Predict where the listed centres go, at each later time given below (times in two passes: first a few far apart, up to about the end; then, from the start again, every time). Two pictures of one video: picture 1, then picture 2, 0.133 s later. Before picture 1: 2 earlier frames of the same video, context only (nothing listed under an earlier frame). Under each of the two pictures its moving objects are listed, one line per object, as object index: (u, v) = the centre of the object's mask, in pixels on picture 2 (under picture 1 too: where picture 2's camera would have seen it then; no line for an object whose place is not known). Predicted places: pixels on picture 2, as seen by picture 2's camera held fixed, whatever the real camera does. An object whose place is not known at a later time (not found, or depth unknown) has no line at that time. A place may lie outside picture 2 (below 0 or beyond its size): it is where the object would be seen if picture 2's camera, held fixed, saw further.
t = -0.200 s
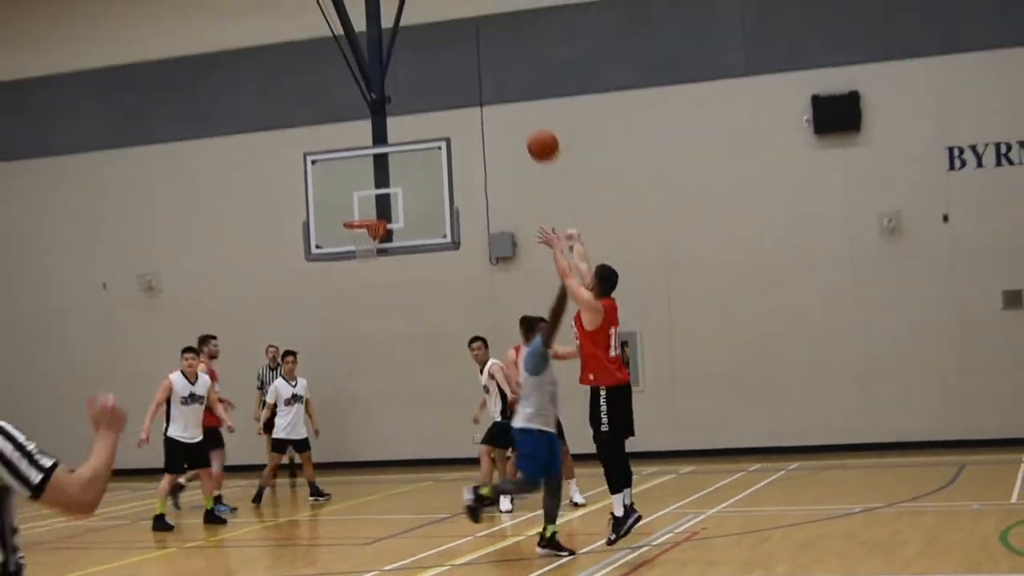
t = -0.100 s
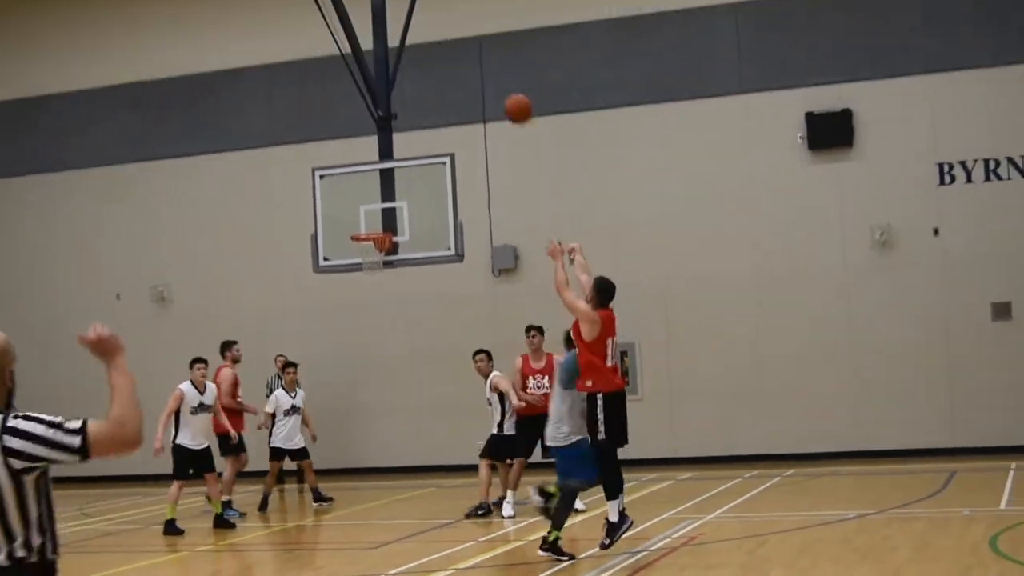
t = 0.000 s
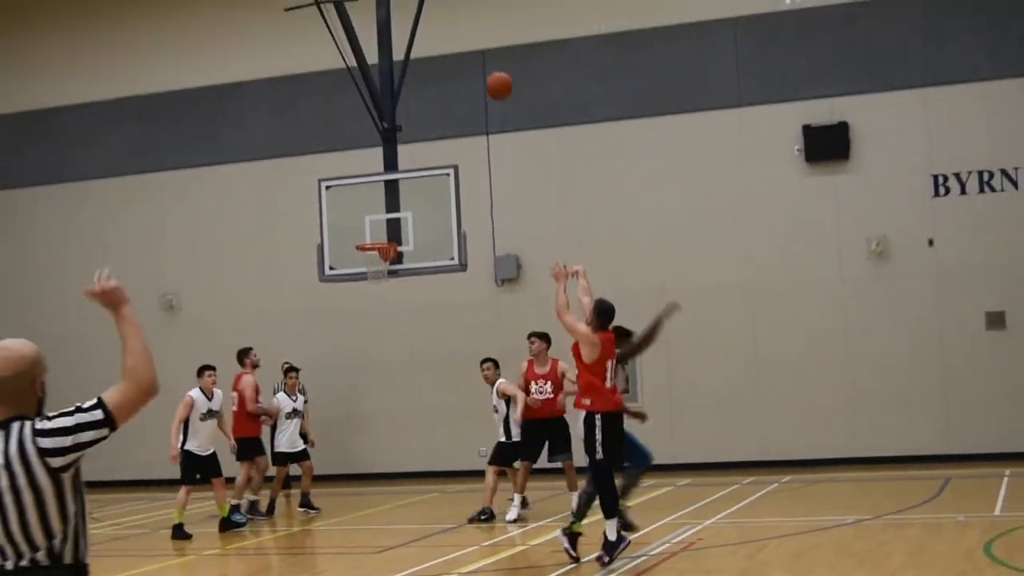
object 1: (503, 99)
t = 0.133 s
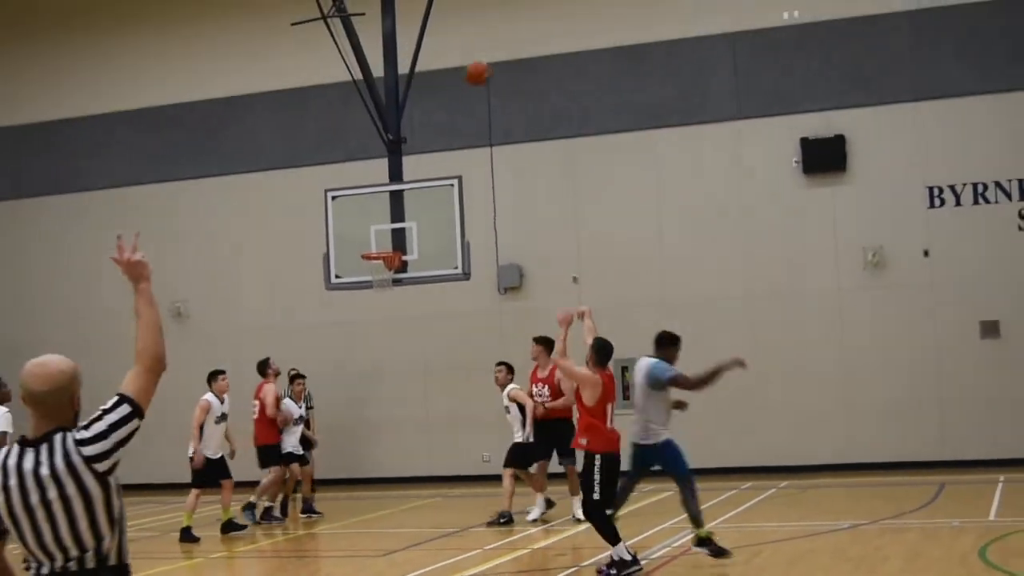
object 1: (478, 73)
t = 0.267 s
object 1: (456, 66)
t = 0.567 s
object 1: (419, 109)
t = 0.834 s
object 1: (396, 203)
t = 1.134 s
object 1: (370, 279)
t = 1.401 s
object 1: (348, 334)
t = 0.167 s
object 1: (472, 70)
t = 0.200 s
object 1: (466, 67)
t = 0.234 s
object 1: (461, 66)
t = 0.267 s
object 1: (456, 66)
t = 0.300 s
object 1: (452, 67)
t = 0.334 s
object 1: (447, 69)
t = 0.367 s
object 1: (442, 72)
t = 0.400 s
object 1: (438, 76)
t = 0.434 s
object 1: (434, 81)
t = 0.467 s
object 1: (430, 87)
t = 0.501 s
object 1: (426, 93)
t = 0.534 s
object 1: (423, 101)
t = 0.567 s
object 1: (419, 109)
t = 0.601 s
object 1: (417, 118)
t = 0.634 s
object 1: (414, 128)
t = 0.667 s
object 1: (411, 139)
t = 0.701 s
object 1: (408, 150)
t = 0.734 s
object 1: (405, 163)
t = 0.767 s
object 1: (401, 175)
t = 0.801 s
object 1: (399, 190)
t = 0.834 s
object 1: (396, 203)
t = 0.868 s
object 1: (393, 217)
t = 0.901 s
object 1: (392, 233)
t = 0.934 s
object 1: (388, 246)
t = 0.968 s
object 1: (385, 262)
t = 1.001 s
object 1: (382, 269)
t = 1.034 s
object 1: (379, 273)
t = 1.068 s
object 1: (376, 275)
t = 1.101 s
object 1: (374, 277)
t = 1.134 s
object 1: (370, 279)
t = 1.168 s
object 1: (367, 283)
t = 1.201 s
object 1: (365, 287)
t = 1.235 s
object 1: (362, 293)
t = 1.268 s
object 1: (359, 300)
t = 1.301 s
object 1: (356, 307)
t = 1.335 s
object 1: (354, 315)
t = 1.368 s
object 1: (350, 324)
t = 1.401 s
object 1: (348, 334)
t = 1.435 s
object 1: (345, 345)
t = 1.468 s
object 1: (342, 357)
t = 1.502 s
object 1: (339, 370)
